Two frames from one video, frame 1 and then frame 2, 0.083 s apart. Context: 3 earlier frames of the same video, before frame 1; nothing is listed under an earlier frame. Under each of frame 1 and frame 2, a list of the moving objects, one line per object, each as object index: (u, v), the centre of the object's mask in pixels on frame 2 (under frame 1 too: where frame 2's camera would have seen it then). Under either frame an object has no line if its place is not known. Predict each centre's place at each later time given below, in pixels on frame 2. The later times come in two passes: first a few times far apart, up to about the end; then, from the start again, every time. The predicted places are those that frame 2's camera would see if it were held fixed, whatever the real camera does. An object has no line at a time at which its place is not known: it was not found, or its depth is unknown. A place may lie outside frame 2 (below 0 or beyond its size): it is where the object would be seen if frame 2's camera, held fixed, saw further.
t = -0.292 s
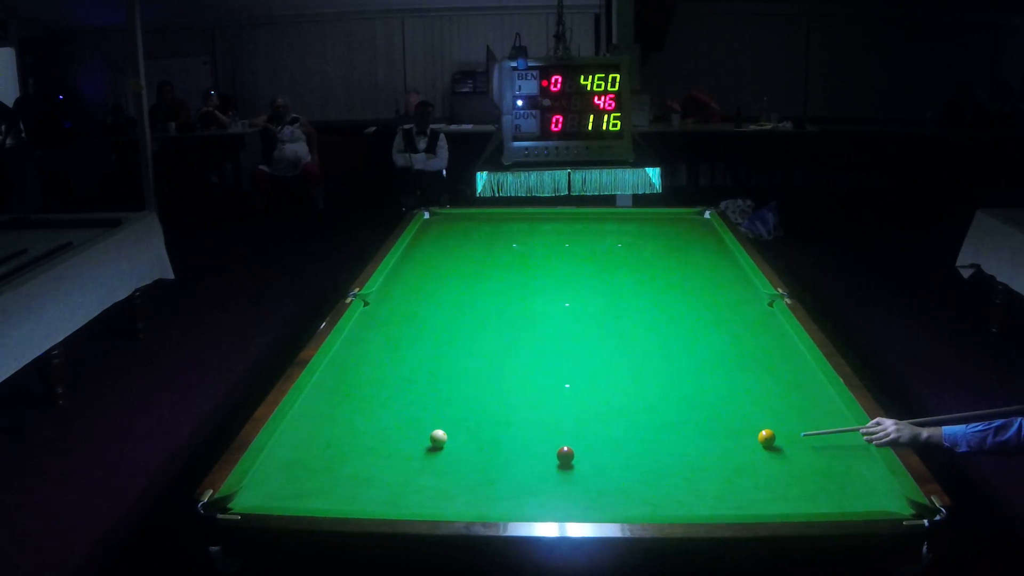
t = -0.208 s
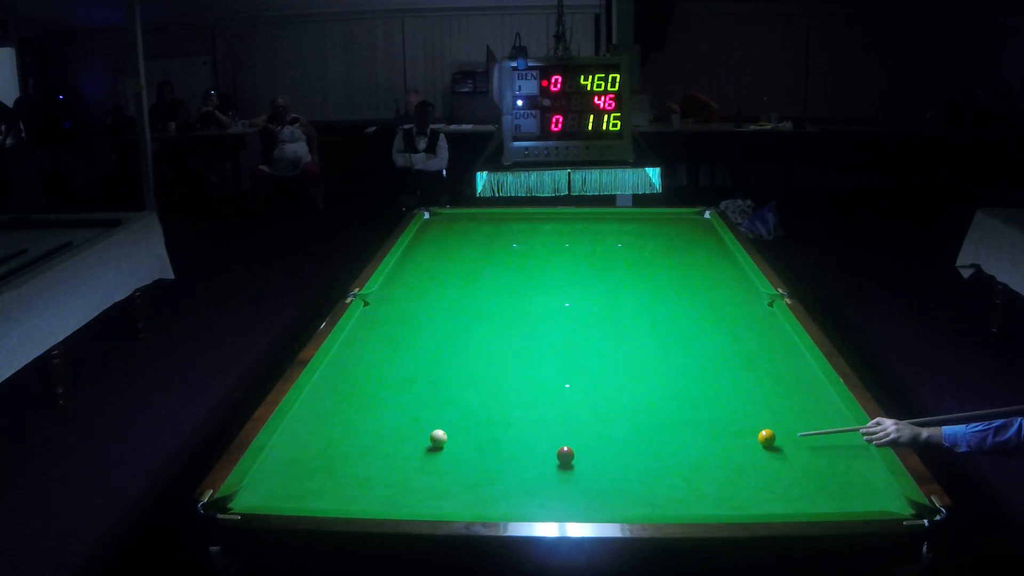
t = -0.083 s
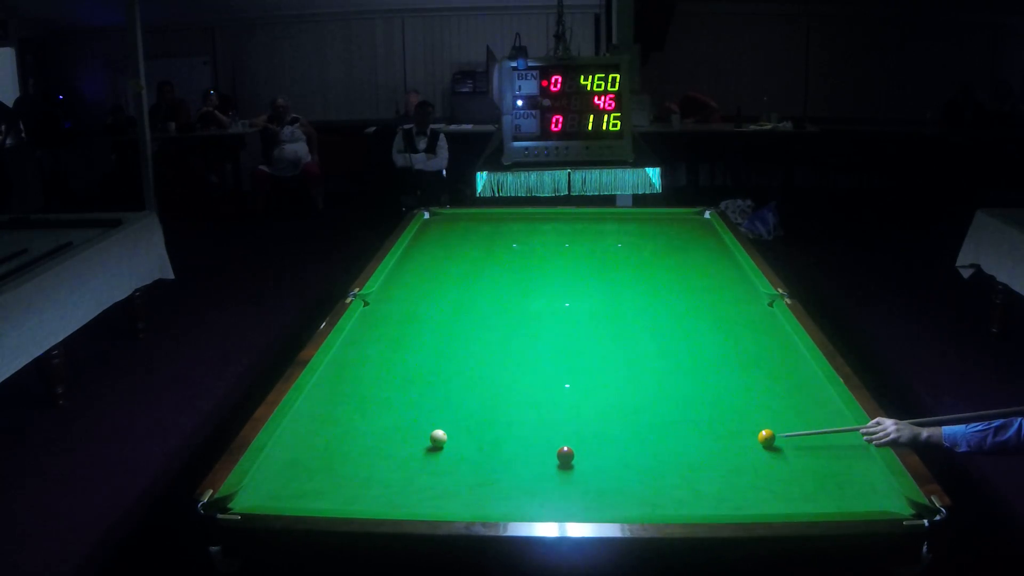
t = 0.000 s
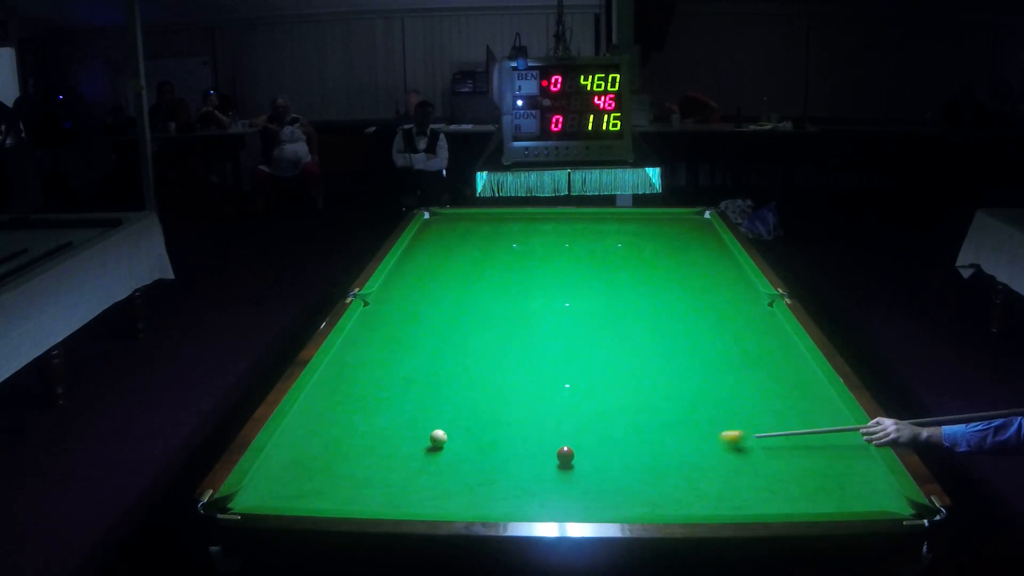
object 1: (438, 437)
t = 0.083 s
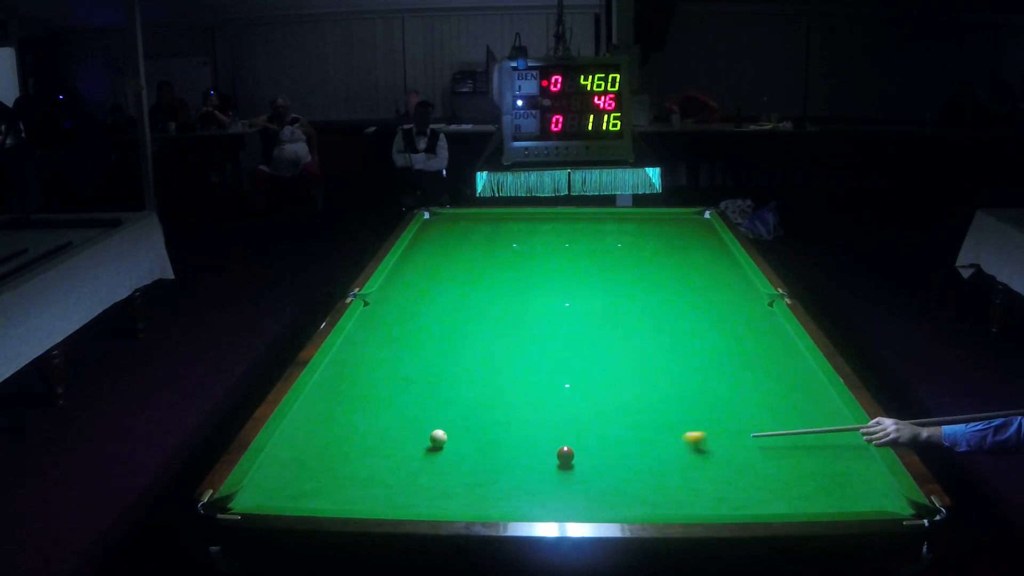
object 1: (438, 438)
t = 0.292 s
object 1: (438, 437)
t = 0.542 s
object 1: (438, 438)
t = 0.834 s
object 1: (409, 425)
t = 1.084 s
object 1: (376, 413)
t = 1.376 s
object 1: (342, 401)
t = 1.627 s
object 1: (317, 392)
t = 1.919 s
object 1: (338, 385)
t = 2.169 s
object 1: (358, 380)
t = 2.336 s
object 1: (370, 378)
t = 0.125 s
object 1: (438, 437)
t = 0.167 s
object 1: (438, 438)
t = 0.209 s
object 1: (438, 437)
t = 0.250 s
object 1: (438, 437)
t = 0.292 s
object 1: (438, 437)
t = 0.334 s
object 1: (438, 438)
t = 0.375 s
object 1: (438, 437)
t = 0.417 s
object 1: (438, 438)
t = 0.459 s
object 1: (438, 437)
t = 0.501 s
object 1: (438, 438)
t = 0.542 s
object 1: (438, 438)
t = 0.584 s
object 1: (438, 437)
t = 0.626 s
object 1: (438, 438)
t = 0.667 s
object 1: (435, 435)
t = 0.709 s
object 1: (428, 432)
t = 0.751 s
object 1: (421, 430)
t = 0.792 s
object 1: (414, 428)
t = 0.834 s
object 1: (409, 425)
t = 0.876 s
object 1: (403, 424)
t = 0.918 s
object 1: (397, 422)
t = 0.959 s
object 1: (392, 419)
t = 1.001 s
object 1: (386, 417)
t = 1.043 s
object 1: (381, 415)
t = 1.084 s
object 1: (376, 413)
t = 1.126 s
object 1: (371, 412)
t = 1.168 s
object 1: (366, 410)
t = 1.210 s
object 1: (361, 408)
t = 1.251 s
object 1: (356, 406)
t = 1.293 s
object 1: (351, 405)
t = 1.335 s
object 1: (347, 403)
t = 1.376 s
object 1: (342, 401)
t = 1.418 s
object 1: (338, 400)
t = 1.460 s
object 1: (334, 398)
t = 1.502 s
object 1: (329, 396)
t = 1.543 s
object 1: (325, 395)
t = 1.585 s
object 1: (321, 393)
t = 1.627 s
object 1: (317, 392)
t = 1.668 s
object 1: (316, 391)
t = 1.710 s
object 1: (320, 389)
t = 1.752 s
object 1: (324, 389)
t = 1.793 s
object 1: (327, 388)
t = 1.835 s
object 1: (331, 387)
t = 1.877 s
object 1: (334, 386)
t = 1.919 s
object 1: (338, 385)
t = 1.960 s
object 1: (342, 384)
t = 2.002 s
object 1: (345, 384)
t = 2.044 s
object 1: (348, 383)
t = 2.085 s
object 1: (352, 382)
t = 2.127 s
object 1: (355, 381)
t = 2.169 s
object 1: (358, 380)
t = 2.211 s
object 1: (361, 380)
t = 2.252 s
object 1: (364, 379)
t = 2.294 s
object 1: (367, 379)
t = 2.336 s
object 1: (370, 378)
